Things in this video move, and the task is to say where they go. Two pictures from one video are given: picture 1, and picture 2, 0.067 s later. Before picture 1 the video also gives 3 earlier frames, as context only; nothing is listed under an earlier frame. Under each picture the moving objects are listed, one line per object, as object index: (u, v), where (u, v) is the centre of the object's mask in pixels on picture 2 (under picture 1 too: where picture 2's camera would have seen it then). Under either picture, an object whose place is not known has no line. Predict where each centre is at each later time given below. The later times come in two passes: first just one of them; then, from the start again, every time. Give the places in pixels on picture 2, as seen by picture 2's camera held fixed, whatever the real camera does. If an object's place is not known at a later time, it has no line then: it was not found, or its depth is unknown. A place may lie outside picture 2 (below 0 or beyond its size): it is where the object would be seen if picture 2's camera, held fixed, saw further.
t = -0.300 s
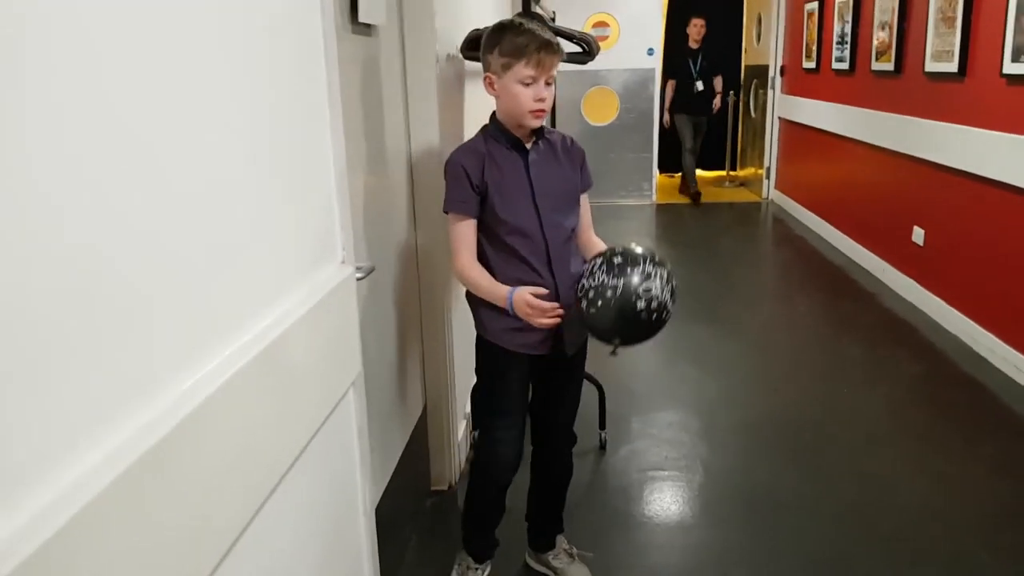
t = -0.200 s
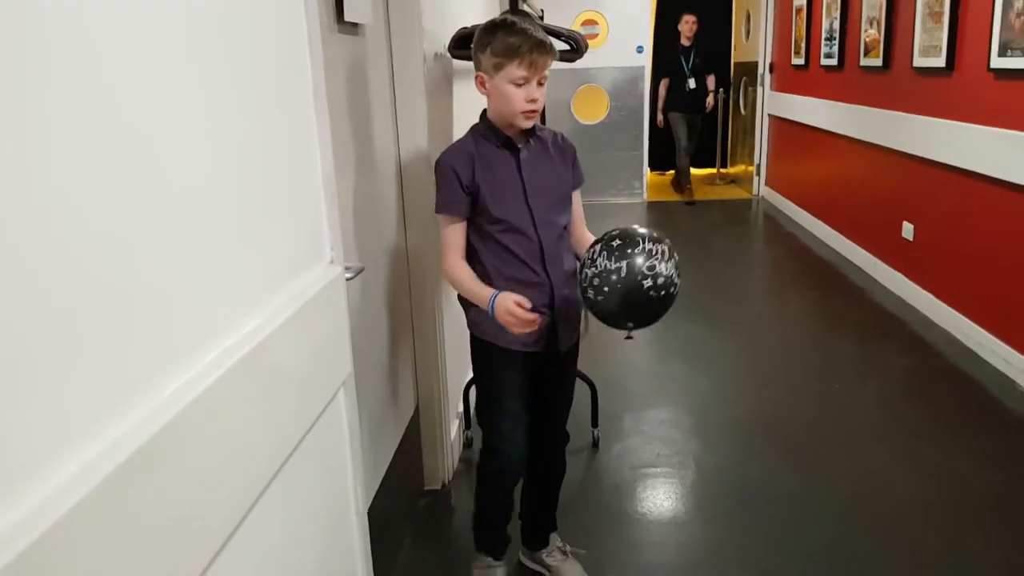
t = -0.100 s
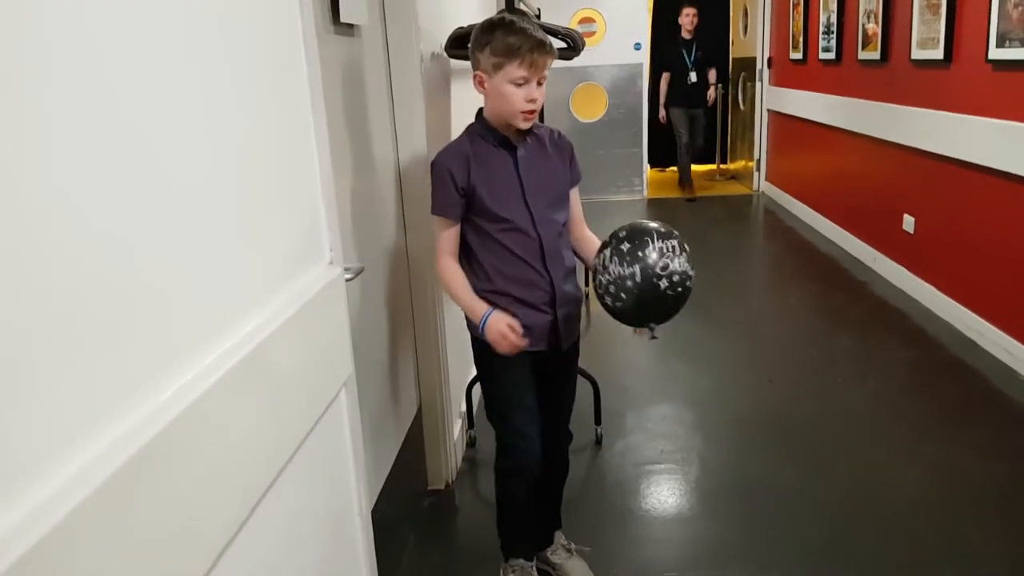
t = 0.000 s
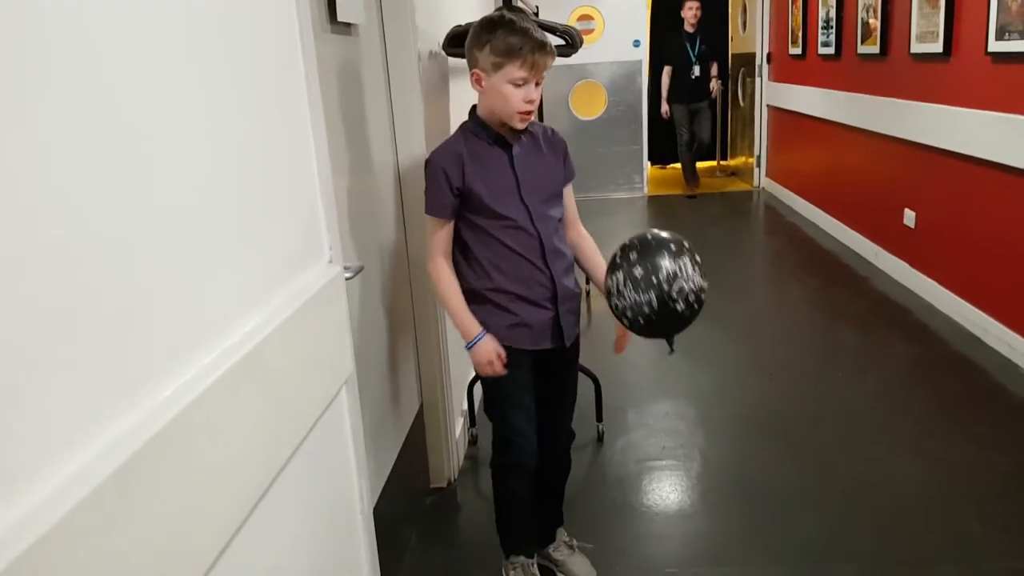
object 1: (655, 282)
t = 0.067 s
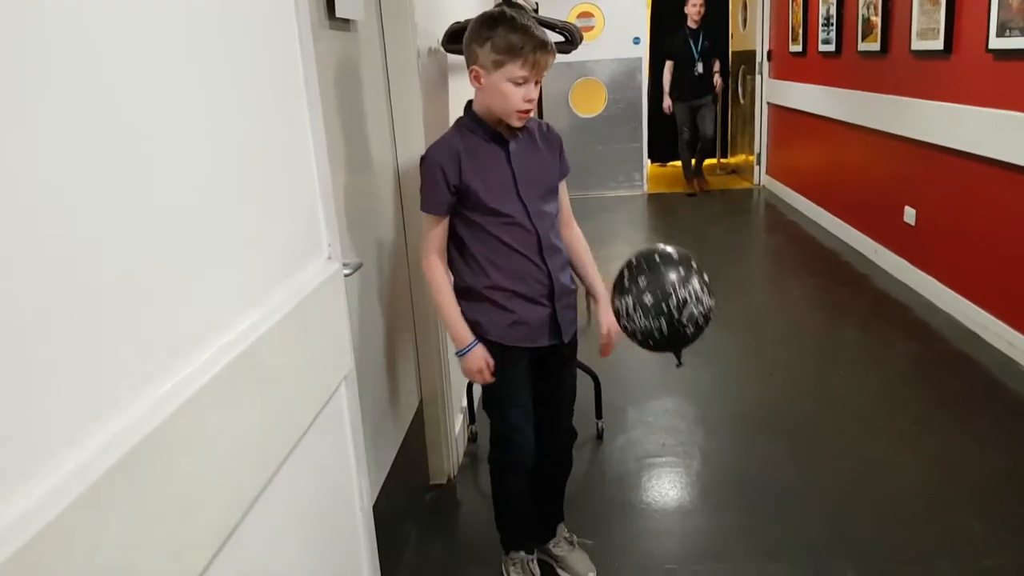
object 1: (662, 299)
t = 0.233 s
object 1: (676, 366)
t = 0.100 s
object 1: (665, 311)
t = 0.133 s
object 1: (668, 322)
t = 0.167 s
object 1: (671, 336)
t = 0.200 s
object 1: (674, 351)
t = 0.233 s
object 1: (676, 366)
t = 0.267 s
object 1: (678, 384)
